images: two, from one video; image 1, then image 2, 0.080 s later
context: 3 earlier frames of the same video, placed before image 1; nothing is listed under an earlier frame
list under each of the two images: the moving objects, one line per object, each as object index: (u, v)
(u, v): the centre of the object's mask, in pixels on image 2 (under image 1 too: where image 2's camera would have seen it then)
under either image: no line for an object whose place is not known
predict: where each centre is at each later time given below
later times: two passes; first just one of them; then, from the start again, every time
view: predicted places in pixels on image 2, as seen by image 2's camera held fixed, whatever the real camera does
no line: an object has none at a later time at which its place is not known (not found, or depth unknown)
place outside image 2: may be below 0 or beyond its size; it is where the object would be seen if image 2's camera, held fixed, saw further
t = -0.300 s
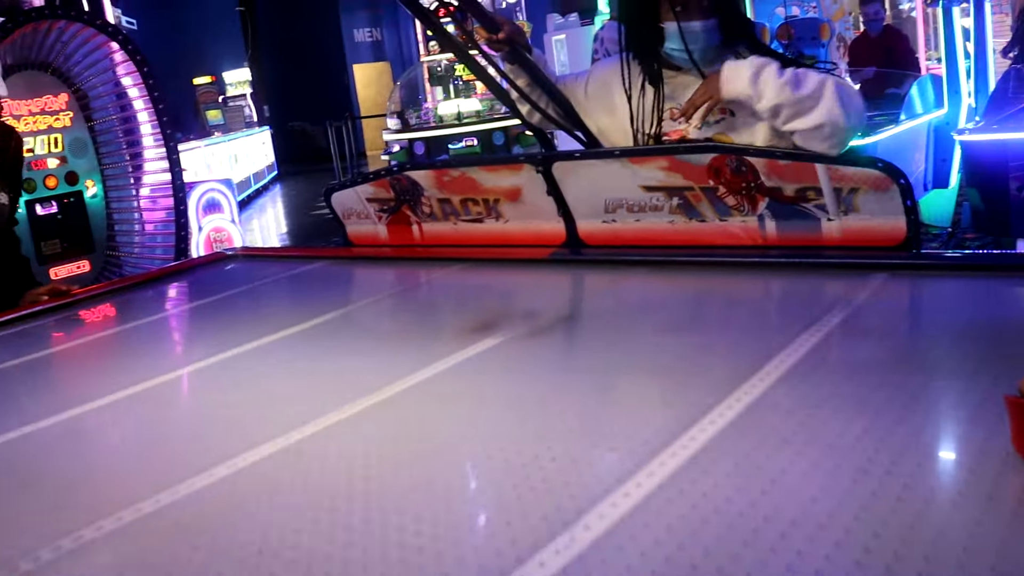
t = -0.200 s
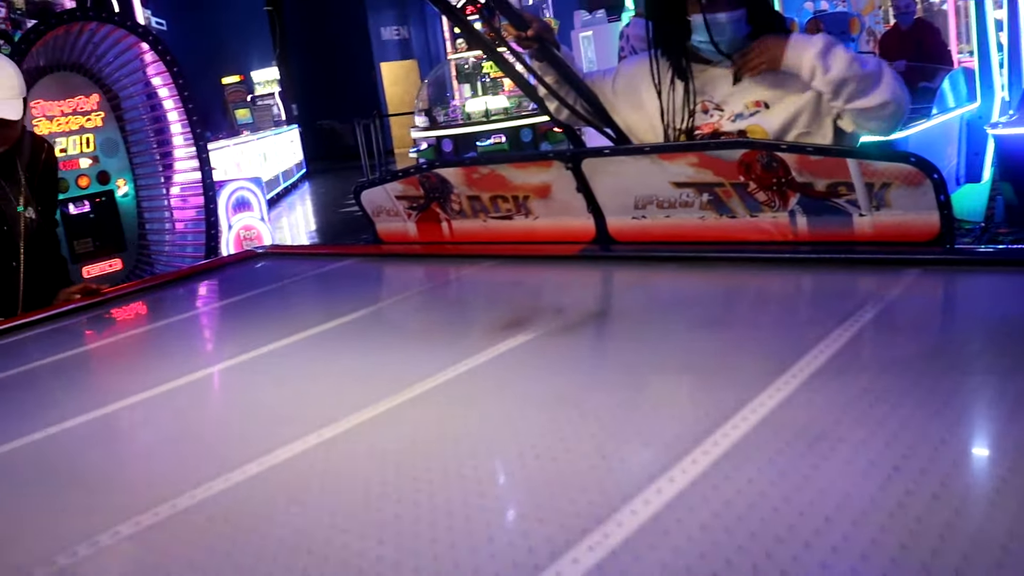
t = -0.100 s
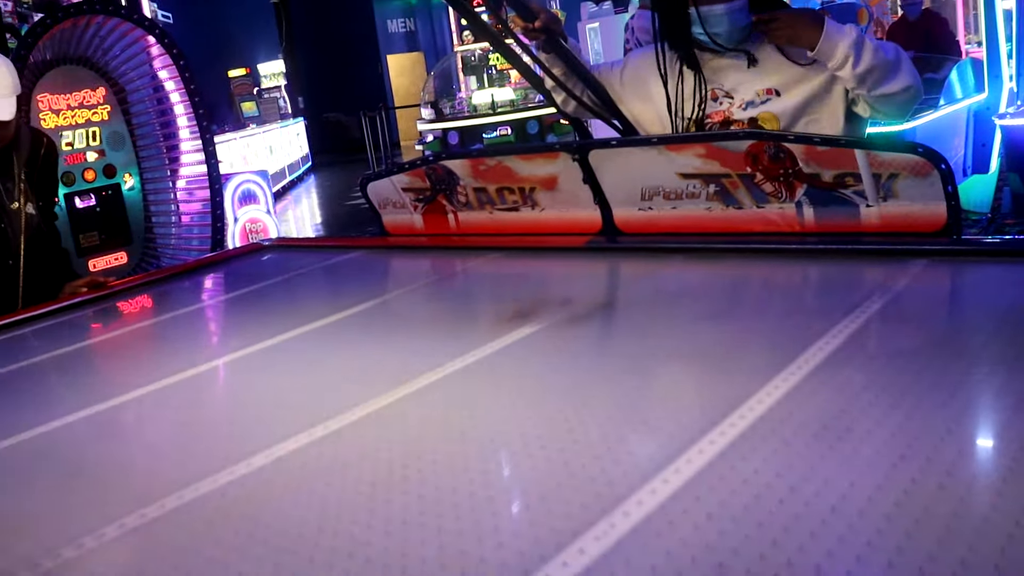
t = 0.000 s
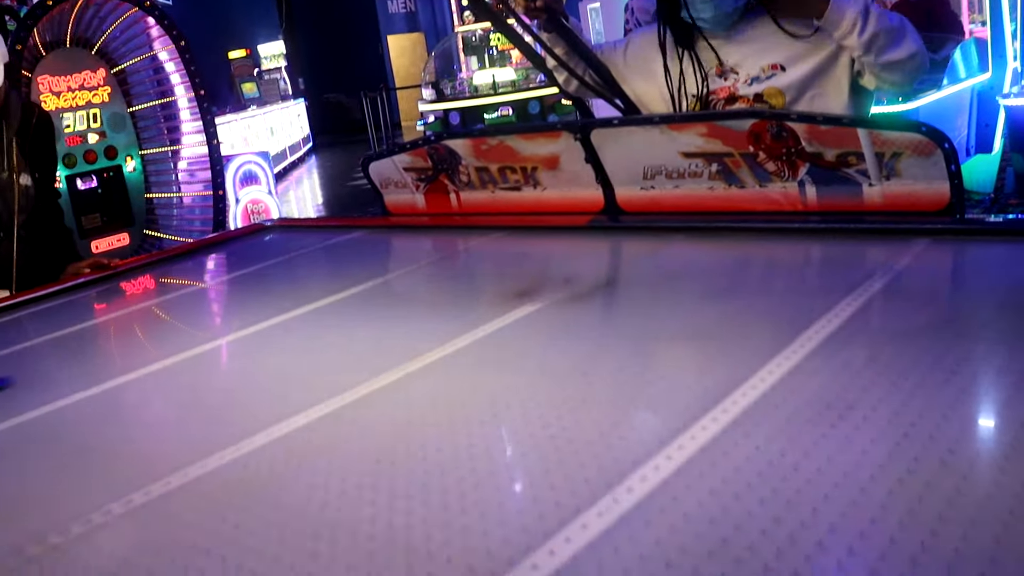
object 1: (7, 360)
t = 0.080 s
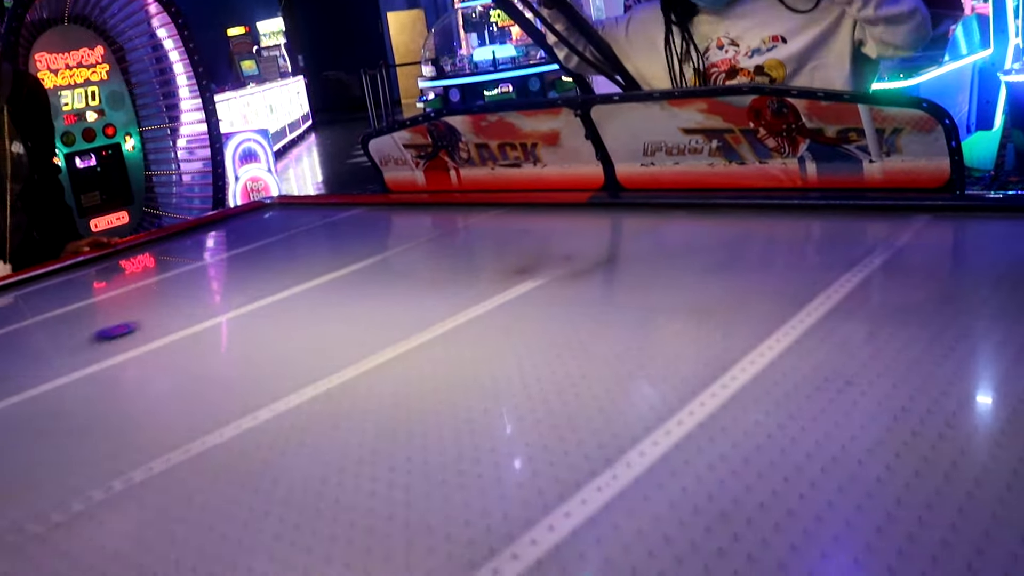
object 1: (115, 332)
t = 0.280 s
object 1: (374, 262)
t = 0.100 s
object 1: (143, 324)
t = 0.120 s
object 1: (172, 316)
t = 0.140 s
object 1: (202, 308)
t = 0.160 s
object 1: (227, 301)
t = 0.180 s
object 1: (254, 294)
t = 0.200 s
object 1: (279, 287)
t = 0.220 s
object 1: (303, 281)
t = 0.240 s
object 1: (328, 274)
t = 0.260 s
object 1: (351, 268)
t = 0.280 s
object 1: (374, 262)
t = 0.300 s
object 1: (397, 256)
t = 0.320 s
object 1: (417, 250)
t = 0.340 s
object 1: (437, 244)
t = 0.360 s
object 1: (459, 239)
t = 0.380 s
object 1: (478, 234)
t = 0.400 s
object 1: (498, 228)
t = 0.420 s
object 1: (516, 224)
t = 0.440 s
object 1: (535, 219)
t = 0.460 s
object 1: (554, 213)
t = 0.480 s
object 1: (569, 209)
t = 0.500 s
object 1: (570, 209)
